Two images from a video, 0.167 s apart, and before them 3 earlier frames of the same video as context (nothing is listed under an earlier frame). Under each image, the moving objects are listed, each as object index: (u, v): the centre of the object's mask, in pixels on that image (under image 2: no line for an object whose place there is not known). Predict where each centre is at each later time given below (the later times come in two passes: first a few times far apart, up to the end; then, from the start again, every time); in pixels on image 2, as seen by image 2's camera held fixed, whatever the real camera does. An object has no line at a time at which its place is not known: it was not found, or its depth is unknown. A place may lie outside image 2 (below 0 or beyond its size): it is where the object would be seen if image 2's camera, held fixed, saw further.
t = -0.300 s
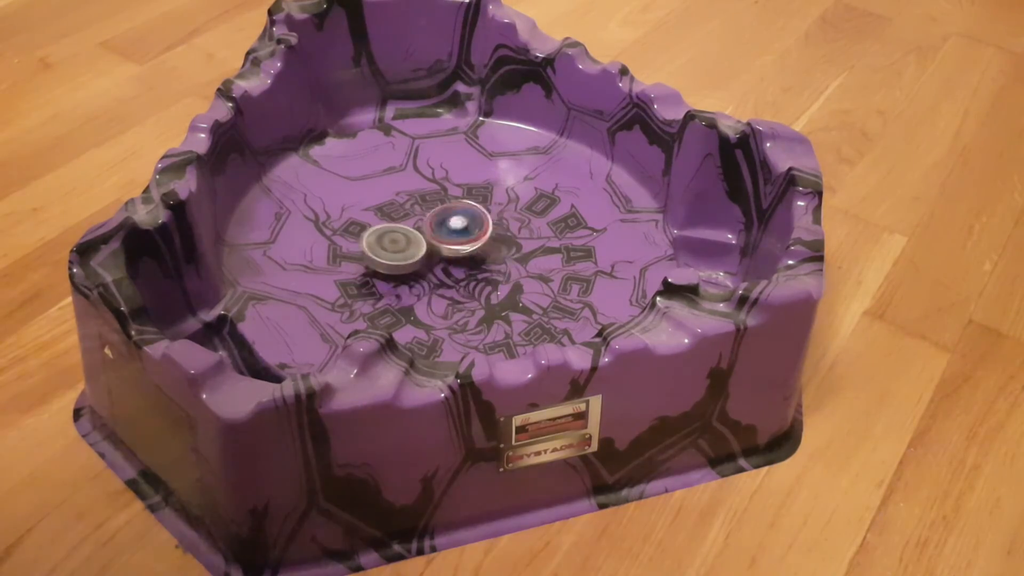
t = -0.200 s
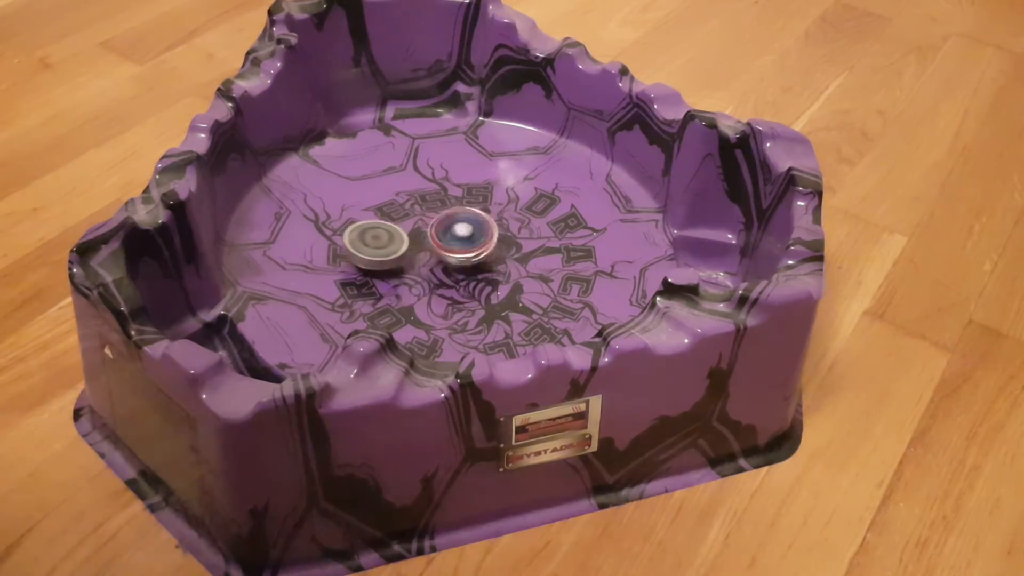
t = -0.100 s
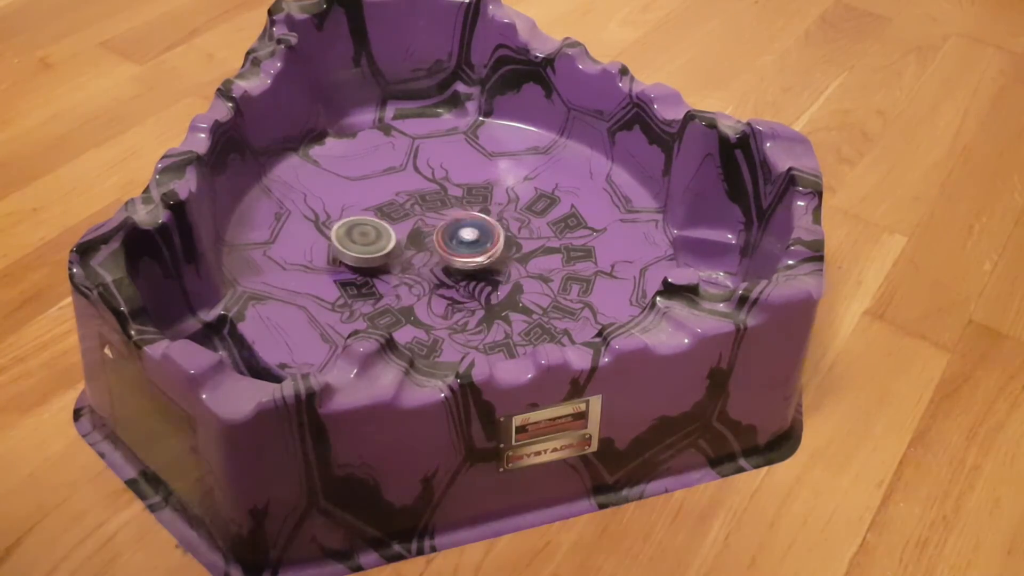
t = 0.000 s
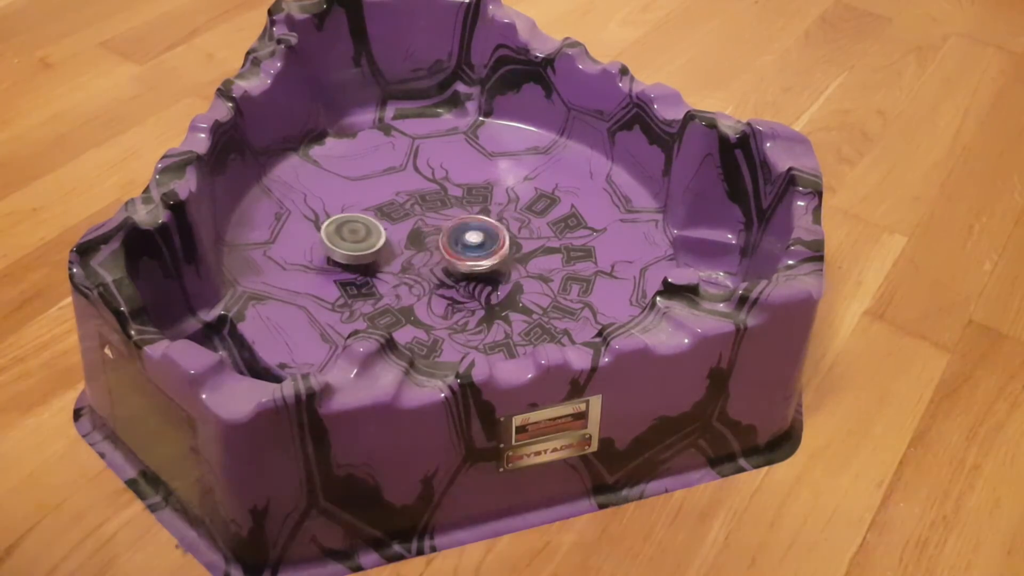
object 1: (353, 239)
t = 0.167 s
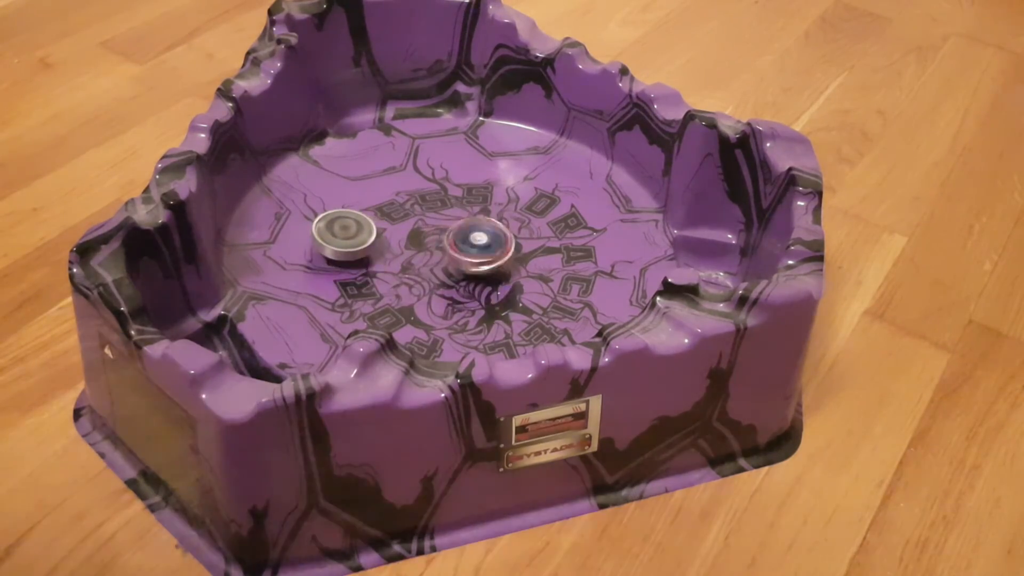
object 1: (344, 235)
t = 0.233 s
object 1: (343, 233)
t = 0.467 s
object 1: (355, 230)
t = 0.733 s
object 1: (395, 232)
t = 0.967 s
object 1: (408, 208)
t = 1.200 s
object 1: (429, 194)
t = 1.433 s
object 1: (445, 182)
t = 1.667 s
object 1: (451, 178)
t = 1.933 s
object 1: (471, 187)
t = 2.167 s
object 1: (496, 193)
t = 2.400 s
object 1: (516, 204)
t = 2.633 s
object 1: (528, 223)
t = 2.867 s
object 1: (540, 245)
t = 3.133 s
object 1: (553, 257)
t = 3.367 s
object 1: (536, 260)
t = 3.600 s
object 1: (541, 274)
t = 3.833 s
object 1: (528, 273)
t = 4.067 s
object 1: (482, 273)
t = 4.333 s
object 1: (443, 292)
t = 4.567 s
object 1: (422, 305)
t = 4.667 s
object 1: (418, 306)
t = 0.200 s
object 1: (343, 234)
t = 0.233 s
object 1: (343, 233)
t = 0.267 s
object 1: (343, 232)
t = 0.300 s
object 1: (343, 231)
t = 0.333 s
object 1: (344, 230)
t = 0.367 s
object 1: (346, 230)
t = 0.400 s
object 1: (348, 229)
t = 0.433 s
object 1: (352, 229)
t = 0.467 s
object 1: (355, 230)
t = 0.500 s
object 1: (359, 230)
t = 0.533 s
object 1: (362, 229)
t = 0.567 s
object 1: (367, 230)
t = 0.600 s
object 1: (372, 230)
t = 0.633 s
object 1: (378, 231)
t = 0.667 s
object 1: (384, 231)
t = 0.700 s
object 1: (389, 232)
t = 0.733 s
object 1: (395, 232)
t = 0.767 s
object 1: (400, 231)
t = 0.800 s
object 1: (401, 225)
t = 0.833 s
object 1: (401, 219)
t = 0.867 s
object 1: (403, 216)
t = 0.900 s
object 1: (404, 213)
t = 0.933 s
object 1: (406, 211)
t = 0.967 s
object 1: (408, 208)
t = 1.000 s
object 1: (411, 205)
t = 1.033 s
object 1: (414, 203)
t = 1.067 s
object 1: (417, 201)
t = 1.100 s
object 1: (419, 199)
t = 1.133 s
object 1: (423, 197)
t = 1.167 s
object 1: (426, 196)
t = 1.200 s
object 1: (429, 194)
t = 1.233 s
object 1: (433, 193)
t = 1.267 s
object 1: (436, 191)
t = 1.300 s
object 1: (439, 189)
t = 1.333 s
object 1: (440, 187)
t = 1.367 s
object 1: (443, 185)
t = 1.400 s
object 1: (444, 184)
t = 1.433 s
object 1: (445, 182)
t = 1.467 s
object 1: (446, 180)
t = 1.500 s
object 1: (447, 179)
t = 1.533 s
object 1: (448, 178)
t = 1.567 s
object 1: (449, 177)
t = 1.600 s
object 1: (450, 177)
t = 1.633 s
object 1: (450, 177)
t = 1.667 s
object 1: (451, 178)
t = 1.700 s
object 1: (451, 180)
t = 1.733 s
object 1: (451, 181)
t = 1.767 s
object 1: (453, 184)
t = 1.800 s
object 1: (455, 186)
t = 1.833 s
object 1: (457, 188)
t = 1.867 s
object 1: (462, 189)
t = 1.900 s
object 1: (467, 187)
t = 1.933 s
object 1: (471, 187)
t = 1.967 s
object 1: (474, 188)
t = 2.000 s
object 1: (478, 189)
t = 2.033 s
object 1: (481, 190)
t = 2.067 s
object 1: (485, 191)
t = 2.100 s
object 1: (489, 192)
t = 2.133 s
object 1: (493, 192)
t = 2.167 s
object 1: (496, 193)
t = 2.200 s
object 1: (499, 194)
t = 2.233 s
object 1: (503, 195)
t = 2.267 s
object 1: (506, 196)
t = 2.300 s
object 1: (509, 198)
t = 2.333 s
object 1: (511, 200)
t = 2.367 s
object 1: (514, 202)
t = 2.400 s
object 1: (516, 204)
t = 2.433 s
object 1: (518, 206)
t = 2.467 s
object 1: (519, 208)
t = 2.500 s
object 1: (521, 211)
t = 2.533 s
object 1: (523, 214)
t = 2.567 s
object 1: (525, 216)
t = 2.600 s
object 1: (526, 219)
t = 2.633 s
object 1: (528, 223)
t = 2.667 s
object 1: (529, 226)
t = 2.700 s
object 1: (531, 229)
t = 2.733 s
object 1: (533, 233)
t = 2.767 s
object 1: (534, 236)
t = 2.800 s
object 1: (536, 239)
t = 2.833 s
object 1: (538, 242)
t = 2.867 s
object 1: (540, 245)
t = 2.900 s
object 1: (542, 247)
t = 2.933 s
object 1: (544, 249)
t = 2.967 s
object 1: (546, 250)
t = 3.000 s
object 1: (548, 252)
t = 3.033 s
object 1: (550, 253)
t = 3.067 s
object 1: (551, 255)
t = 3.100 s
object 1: (552, 256)
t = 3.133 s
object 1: (553, 257)
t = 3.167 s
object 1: (552, 258)
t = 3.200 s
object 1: (551, 259)
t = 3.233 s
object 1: (549, 259)
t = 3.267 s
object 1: (547, 259)
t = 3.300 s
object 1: (544, 259)
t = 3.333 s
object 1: (541, 259)
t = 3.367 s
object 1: (536, 260)
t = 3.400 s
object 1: (532, 261)
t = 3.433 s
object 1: (527, 262)
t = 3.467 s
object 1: (529, 265)
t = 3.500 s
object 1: (535, 269)
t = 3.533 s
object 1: (538, 271)
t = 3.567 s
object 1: (540, 273)
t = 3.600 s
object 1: (541, 274)
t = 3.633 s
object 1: (541, 275)
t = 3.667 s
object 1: (541, 275)
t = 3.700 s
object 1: (540, 276)
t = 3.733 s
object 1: (539, 276)
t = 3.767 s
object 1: (537, 275)
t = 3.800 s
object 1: (533, 274)
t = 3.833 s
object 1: (528, 273)
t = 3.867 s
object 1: (523, 272)
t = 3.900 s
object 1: (516, 271)
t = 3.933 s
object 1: (509, 272)
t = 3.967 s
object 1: (502, 272)
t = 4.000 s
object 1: (496, 272)
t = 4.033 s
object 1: (489, 272)
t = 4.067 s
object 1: (482, 273)
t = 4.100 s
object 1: (476, 274)
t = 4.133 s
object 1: (470, 277)
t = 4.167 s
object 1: (465, 279)
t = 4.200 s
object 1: (460, 282)
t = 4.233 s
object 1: (455, 284)
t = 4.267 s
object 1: (451, 286)
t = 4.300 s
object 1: (447, 289)
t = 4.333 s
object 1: (443, 292)
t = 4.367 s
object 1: (440, 294)
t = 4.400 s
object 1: (437, 297)
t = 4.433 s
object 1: (433, 299)
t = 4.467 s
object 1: (430, 301)
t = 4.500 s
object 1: (427, 303)
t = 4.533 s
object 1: (424, 304)
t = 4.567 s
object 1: (422, 305)
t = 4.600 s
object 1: (420, 306)
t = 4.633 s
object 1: (419, 306)
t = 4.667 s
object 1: (418, 306)
